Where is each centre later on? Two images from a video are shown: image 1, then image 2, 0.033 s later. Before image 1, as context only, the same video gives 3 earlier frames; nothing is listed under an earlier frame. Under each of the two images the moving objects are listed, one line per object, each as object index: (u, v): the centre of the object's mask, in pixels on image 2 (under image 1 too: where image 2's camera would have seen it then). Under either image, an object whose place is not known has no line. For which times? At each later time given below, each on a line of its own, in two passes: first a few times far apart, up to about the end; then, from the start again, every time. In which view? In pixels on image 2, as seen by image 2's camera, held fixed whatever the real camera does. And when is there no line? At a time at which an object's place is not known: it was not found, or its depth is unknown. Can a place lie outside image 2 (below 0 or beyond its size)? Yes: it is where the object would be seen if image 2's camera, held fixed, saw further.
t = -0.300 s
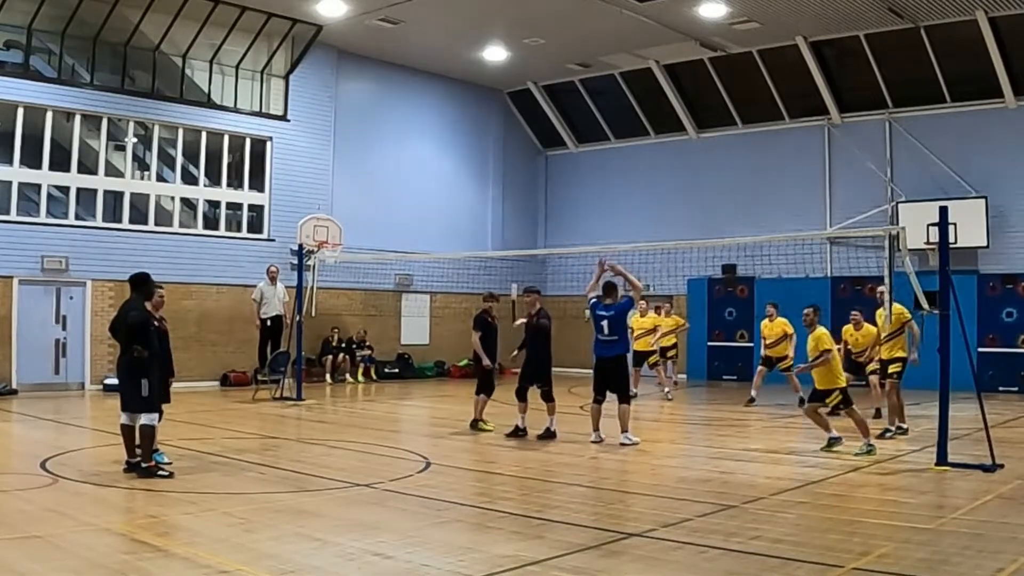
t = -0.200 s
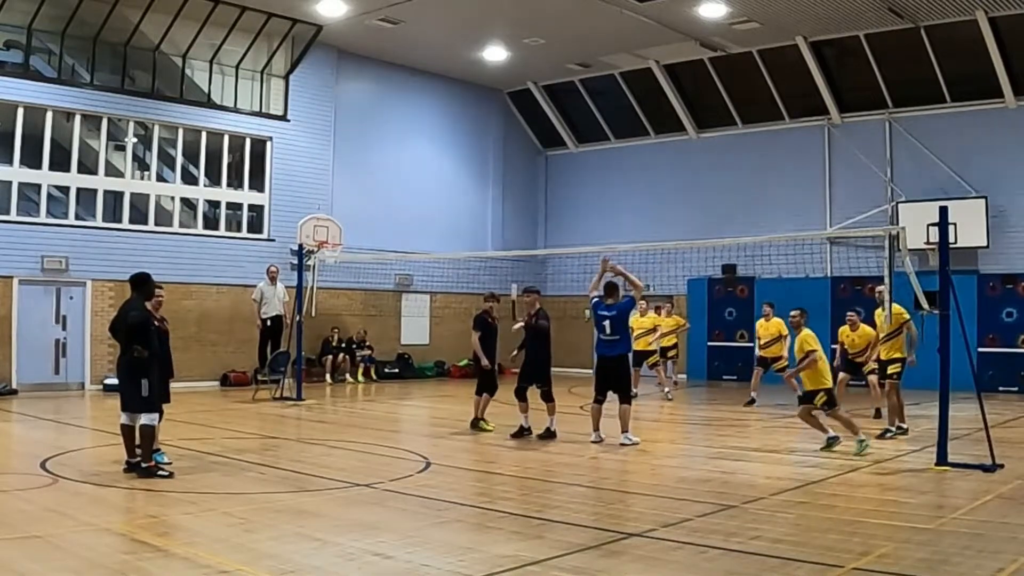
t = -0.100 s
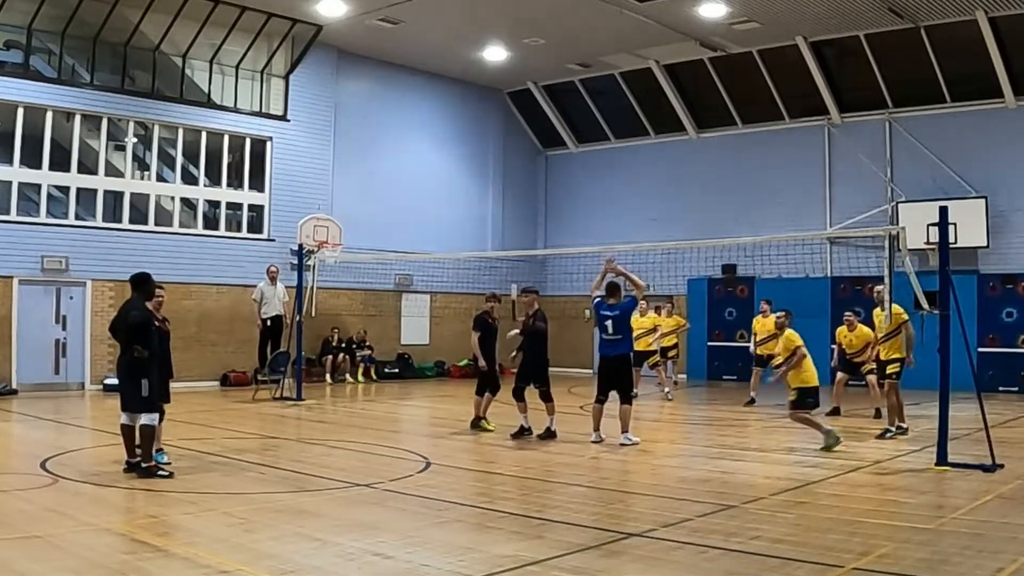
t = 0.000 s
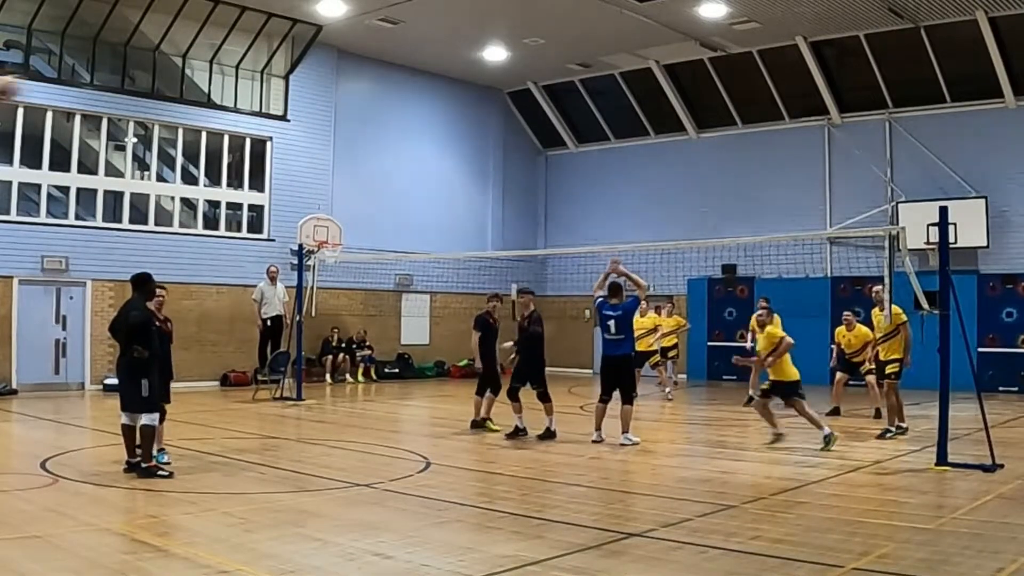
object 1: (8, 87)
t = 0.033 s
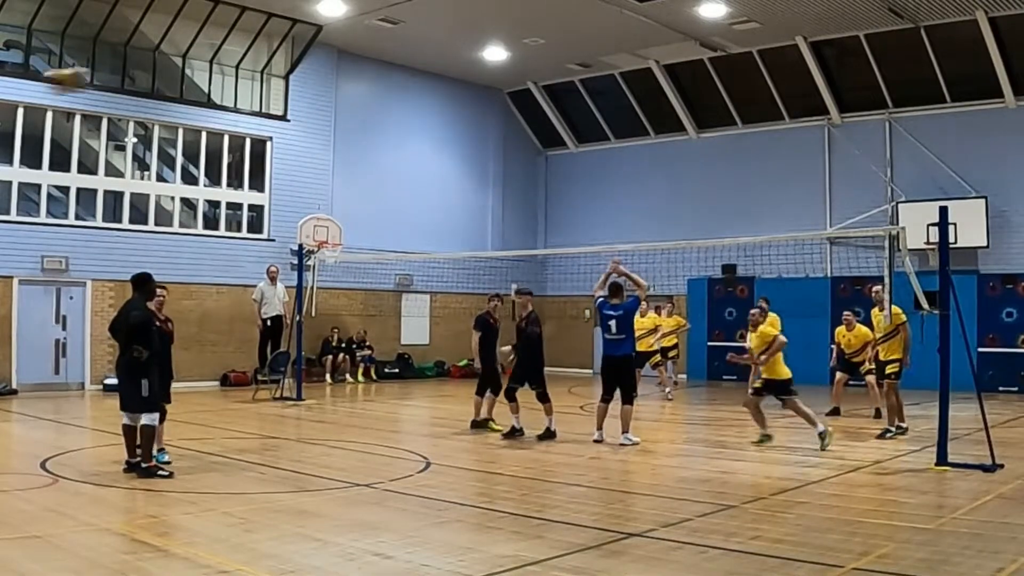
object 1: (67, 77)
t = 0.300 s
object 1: (418, 80)
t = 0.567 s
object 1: (609, 136)
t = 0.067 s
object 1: (124, 74)
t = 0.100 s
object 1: (178, 70)
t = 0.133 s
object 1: (227, 68)
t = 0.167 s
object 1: (272, 67)
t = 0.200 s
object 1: (313, 70)
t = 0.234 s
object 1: (351, 73)
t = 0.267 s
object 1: (387, 76)
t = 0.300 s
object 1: (418, 80)
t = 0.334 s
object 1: (449, 83)
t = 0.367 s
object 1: (477, 89)
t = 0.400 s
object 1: (504, 97)
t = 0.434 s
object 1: (526, 103)
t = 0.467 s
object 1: (549, 111)
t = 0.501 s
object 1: (571, 119)
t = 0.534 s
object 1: (590, 128)
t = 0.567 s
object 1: (609, 136)
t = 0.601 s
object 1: (628, 145)
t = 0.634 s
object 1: (644, 155)
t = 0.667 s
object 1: (660, 165)
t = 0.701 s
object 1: (674, 175)
